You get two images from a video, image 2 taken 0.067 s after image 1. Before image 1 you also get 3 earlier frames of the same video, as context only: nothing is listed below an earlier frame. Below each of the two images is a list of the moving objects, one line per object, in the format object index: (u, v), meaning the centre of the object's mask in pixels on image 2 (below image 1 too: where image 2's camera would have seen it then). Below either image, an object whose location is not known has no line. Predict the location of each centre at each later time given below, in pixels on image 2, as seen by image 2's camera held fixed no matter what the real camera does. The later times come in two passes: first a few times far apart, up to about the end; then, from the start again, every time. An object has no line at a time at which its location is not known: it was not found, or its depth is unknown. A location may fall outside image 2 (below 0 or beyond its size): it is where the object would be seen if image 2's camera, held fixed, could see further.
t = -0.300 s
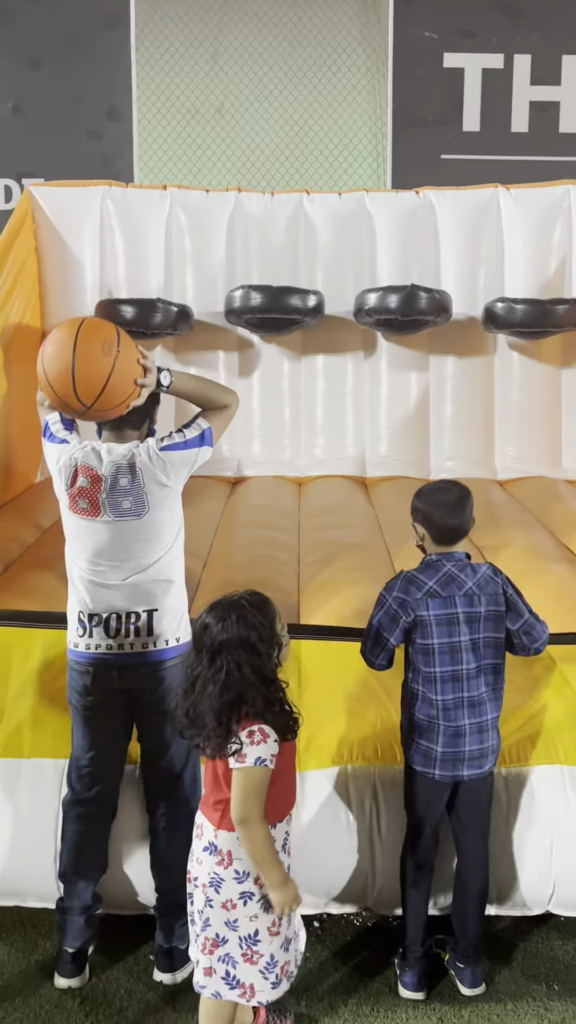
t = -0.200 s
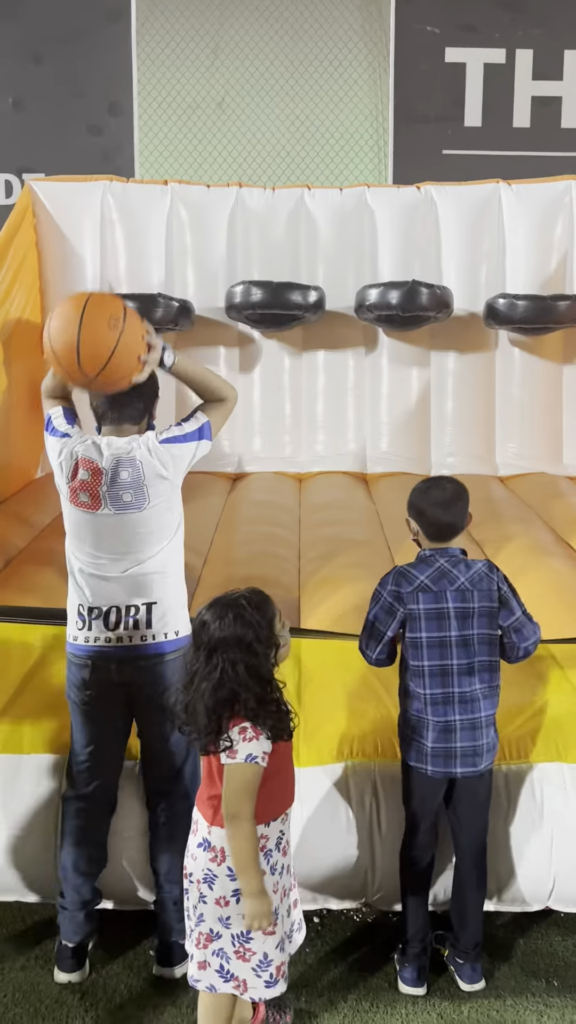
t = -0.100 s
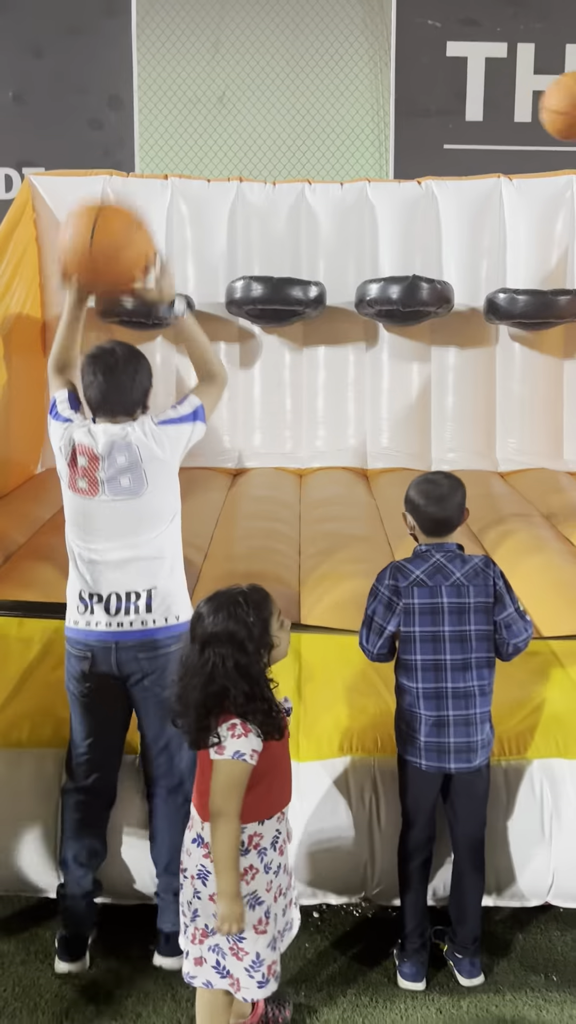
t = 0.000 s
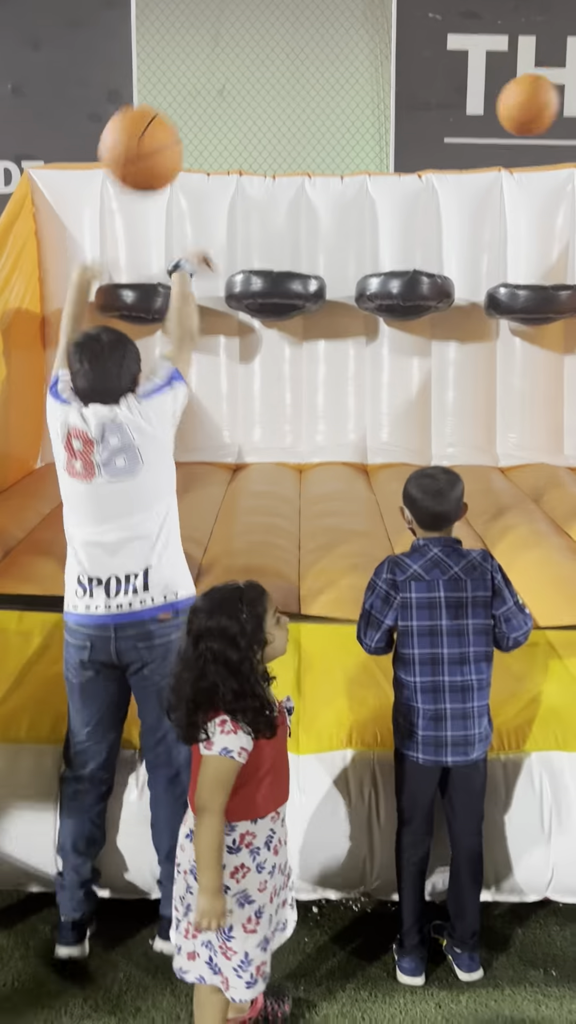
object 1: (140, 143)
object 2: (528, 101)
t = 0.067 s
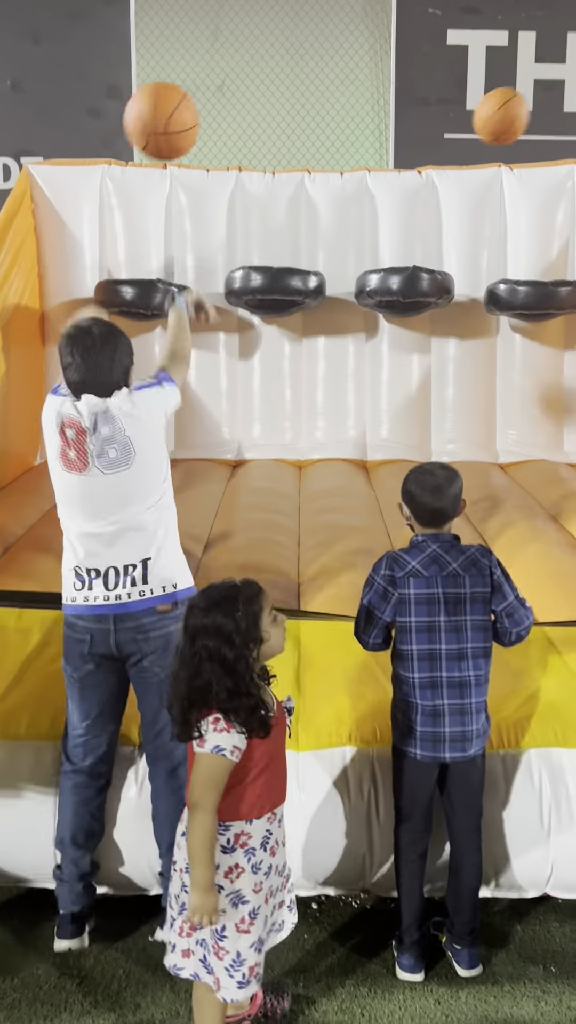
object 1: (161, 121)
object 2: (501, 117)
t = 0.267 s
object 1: (207, 135)
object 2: (440, 202)
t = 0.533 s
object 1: (241, 253)
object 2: (387, 243)
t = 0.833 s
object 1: (238, 260)
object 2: (330, 248)
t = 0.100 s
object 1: (171, 115)
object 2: (489, 127)
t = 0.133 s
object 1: (180, 113)
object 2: (478, 139)
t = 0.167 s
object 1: (188, 115)
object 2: (468, 152)
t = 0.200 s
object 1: (194, 120)
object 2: (458, 166)
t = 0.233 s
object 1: (202, 127)
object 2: (449, 183)
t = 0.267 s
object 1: (207, 135)
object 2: (440, 202)
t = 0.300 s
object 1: (212, 145)
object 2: (432, 220)
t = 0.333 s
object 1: (218, 157)
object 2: (424, 238)
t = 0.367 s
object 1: (222, 171)
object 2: (417, 254)
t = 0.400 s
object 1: (227, 186)
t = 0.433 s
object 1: (231, 201)
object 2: (406, 266)
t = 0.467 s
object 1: (235, 217)
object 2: (399, 261)
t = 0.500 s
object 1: (238, 235)
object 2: (394, 252)
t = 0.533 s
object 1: (241, 253)
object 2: (387, 243)
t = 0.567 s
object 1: (242, 264)
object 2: (381, 236)
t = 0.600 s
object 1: (241, 269)
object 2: (375, 231)
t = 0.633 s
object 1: (241, 273)
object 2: (369, 228)
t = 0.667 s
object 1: (241, 274)
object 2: (363, 227)
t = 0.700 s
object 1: (241, 274)
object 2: (357, 227)
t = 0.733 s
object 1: (241, 273)
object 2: (350, 230)
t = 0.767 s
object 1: (241, 269)
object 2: (344, 234)
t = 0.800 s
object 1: (240, 265)
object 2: (337, 240)
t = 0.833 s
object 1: (238, 260)
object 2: (330, 248)
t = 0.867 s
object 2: (324, 256)
